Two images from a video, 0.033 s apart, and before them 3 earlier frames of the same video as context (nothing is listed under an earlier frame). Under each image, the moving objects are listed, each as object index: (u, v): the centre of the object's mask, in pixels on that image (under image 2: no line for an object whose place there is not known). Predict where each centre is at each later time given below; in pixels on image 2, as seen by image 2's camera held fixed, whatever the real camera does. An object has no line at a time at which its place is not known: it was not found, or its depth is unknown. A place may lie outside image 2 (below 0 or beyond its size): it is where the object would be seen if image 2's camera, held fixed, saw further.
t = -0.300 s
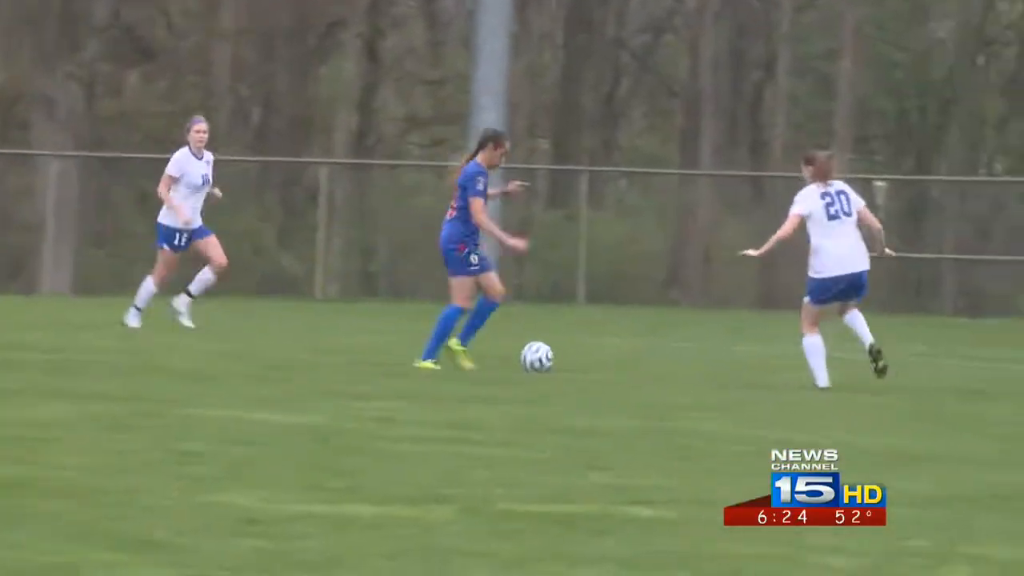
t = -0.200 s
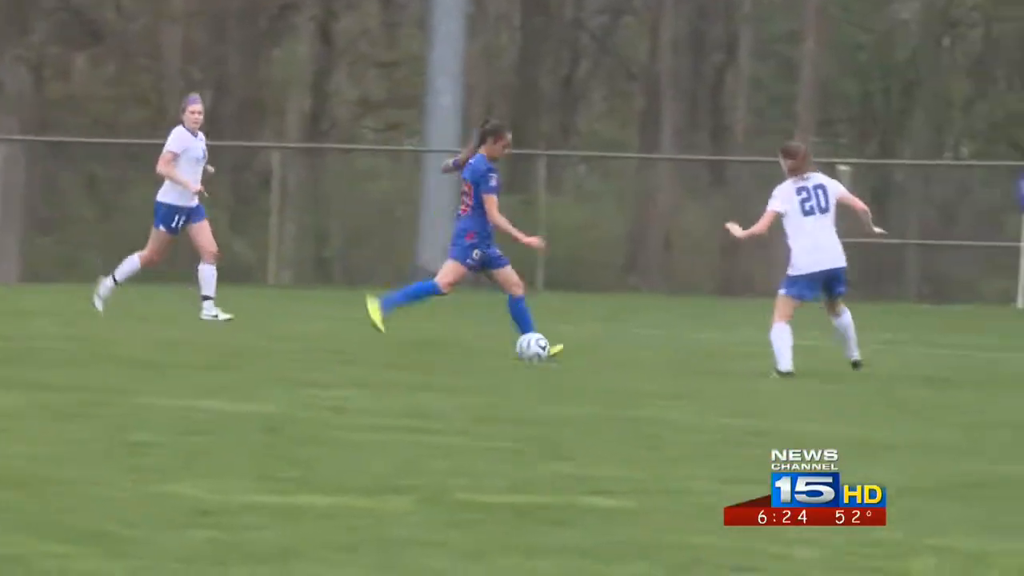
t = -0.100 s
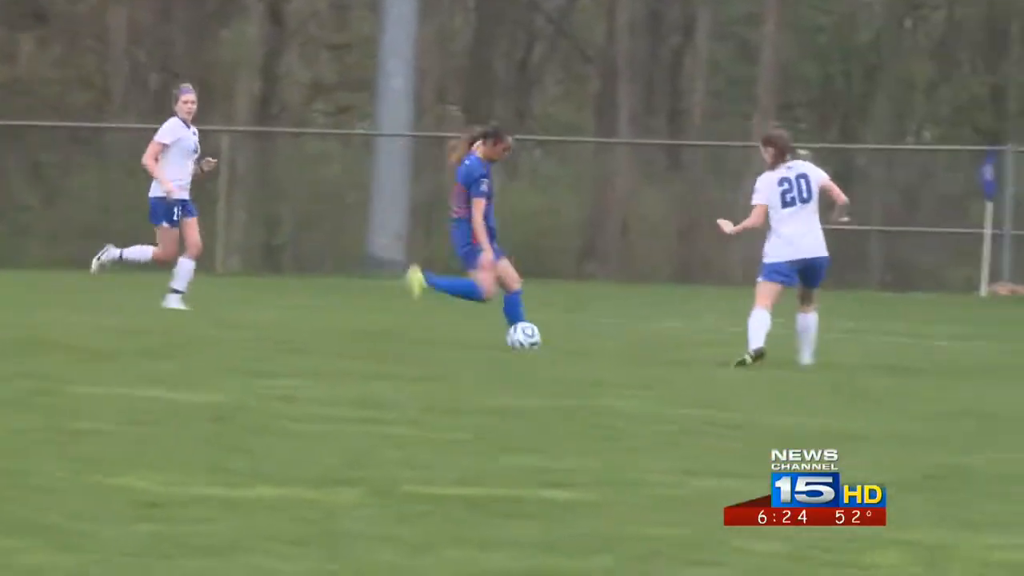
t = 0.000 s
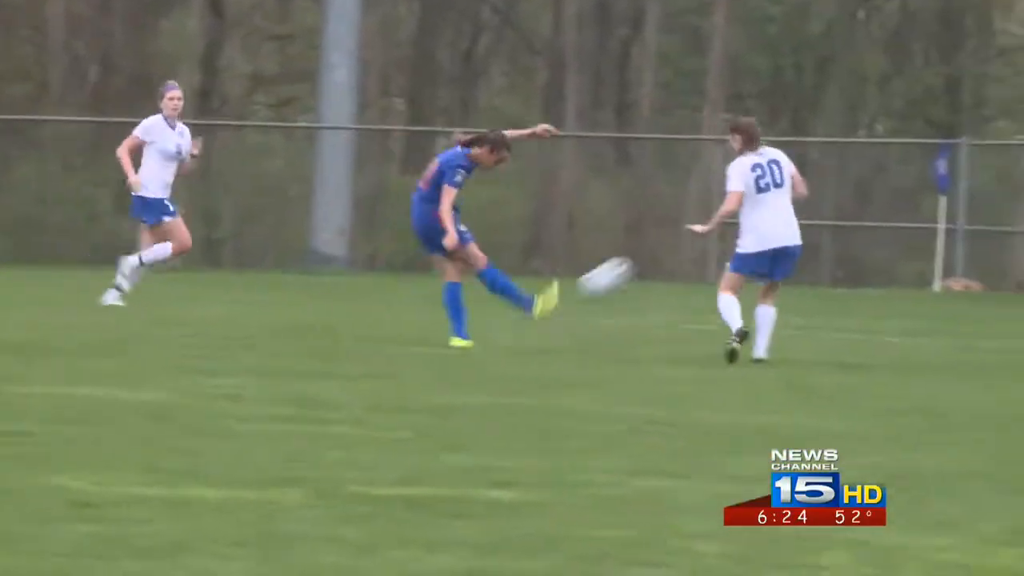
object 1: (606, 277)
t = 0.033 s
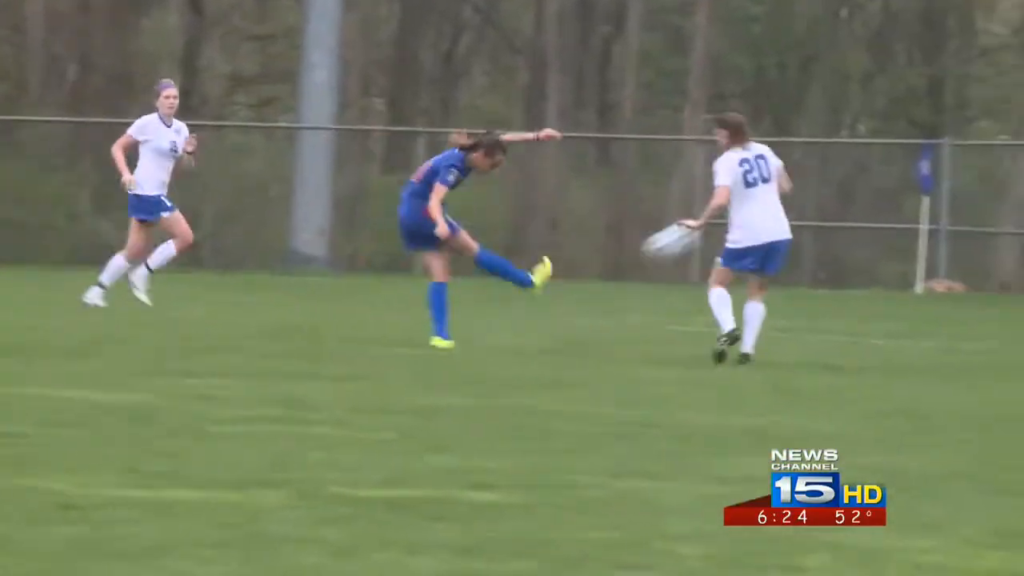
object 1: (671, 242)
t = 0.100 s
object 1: (840, 167)
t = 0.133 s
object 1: (923, 133)
